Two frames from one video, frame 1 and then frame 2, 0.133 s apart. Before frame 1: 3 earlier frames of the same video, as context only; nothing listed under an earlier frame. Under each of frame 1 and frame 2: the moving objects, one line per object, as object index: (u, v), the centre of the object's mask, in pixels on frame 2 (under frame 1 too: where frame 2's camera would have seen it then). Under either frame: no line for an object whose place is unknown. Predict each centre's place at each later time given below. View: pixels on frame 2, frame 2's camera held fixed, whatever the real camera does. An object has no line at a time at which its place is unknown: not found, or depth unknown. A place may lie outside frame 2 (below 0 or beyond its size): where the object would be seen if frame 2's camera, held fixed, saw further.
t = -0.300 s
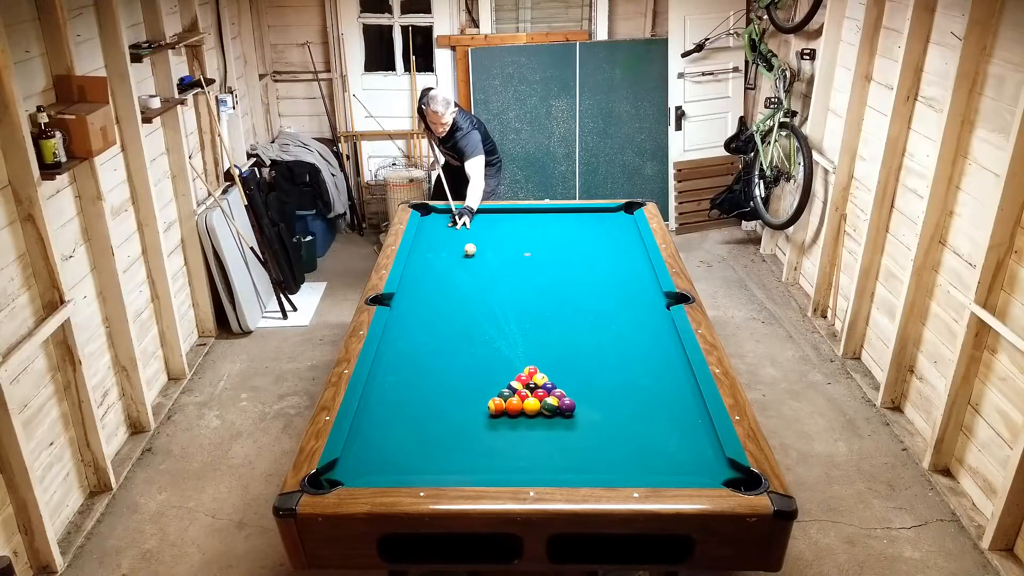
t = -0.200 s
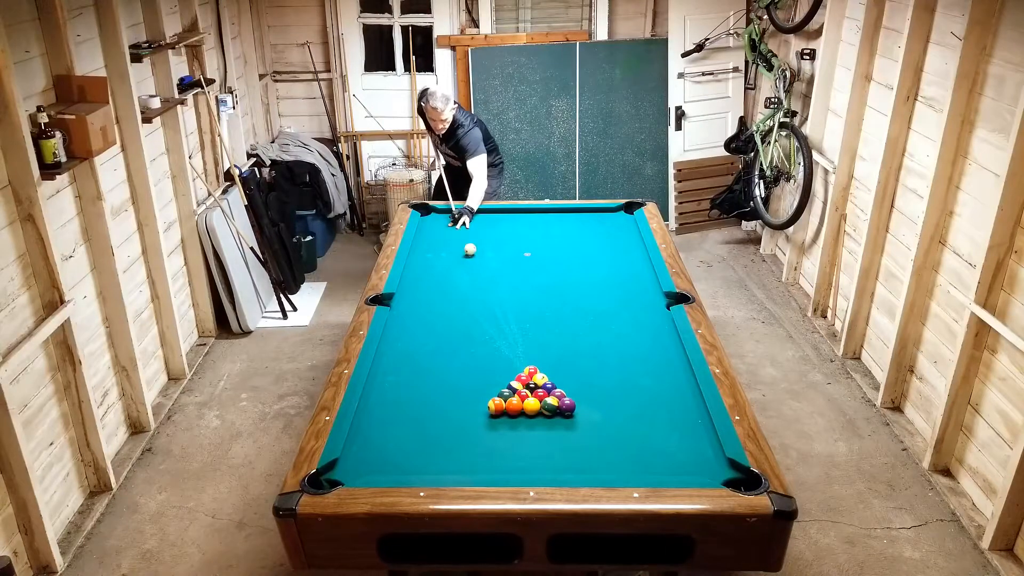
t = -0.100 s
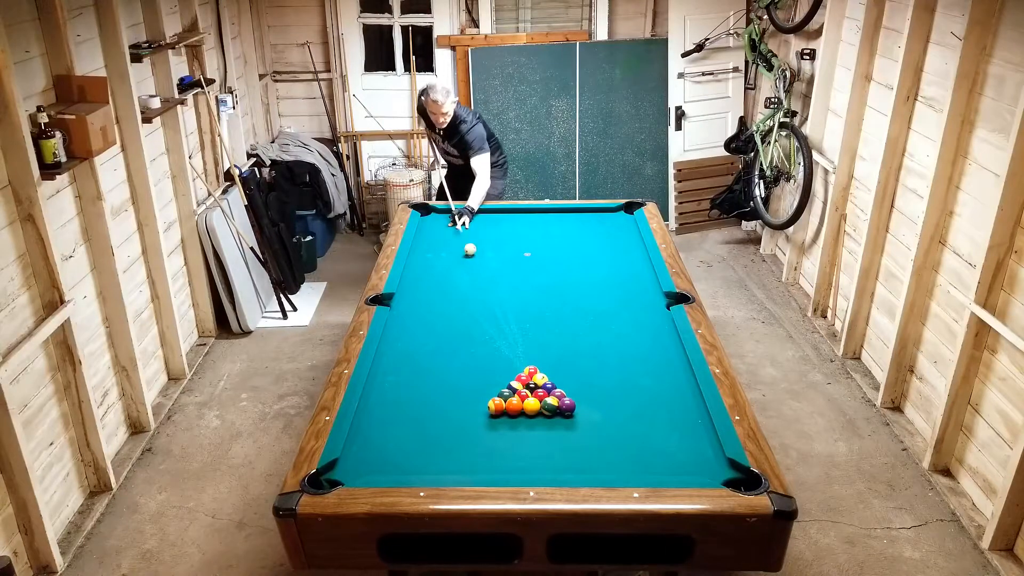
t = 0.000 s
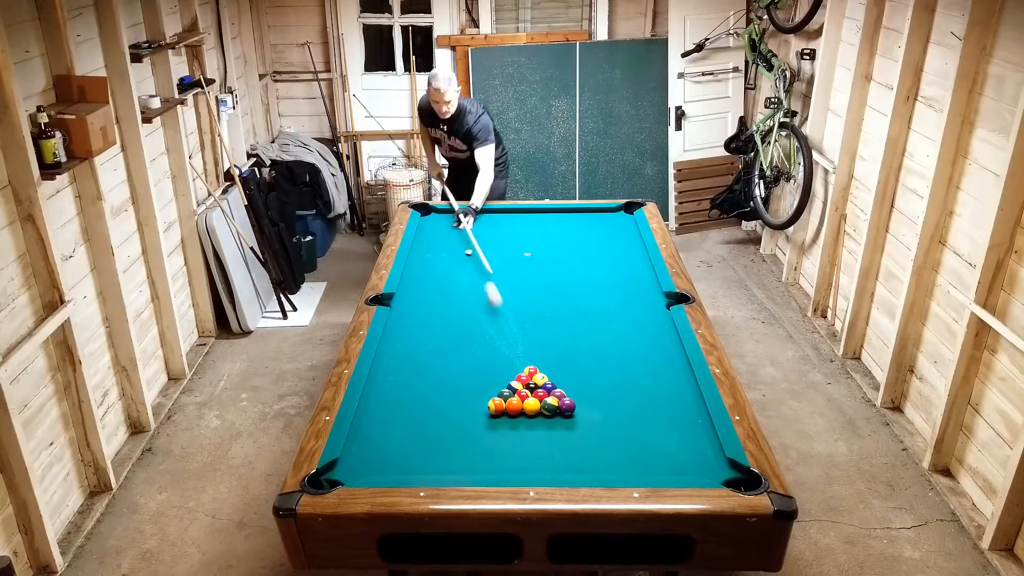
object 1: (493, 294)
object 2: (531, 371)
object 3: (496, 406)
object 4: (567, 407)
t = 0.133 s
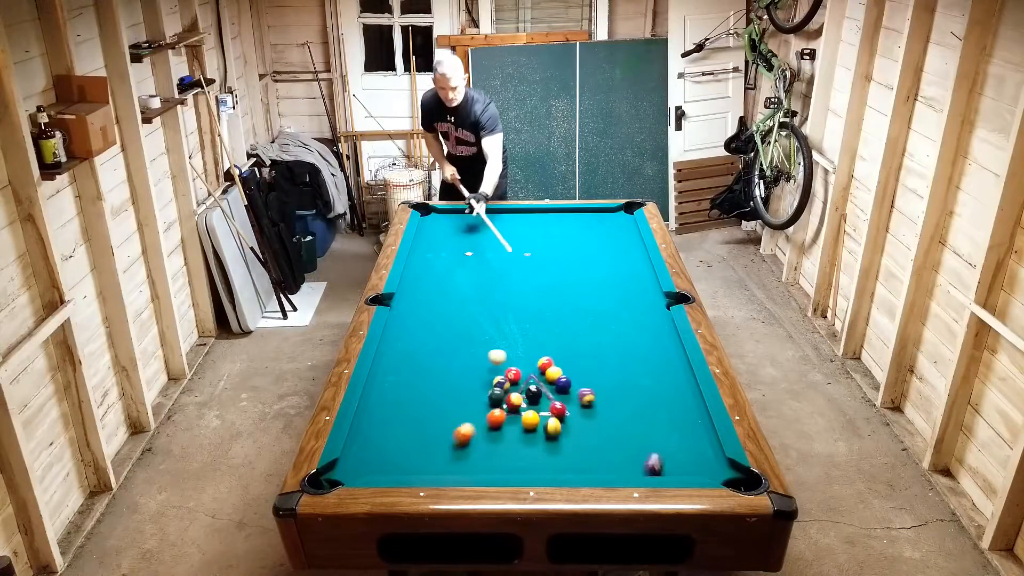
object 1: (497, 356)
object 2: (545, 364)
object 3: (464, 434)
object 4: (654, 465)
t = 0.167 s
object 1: (485, 357)
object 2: (550, 361)
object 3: (449, 446)
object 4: (665, 444)
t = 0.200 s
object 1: (473, 360)
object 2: (555, 358)
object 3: (436, 459)
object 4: (676, 424)
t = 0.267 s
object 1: (452, 362)
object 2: (564, 352)
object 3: (415, 465)
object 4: (692, 390)
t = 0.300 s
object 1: (442, 363)
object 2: (568, 349)
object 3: (411, 458)
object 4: (679, 375)
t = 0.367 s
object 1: (424, 365)
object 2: (577, 343)
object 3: (402, 444)
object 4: (652, 349)
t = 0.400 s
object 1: (415, 366)
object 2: (581, 340)
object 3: (398, 438)
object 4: (640, 337)
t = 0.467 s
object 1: (399, 368)
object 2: (590, 335)
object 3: (390, 426)
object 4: (620, 317)
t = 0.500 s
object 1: (391, 369)
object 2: (594, 332)
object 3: (386, 421)
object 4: (610, 308)
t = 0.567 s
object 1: (378, 371)
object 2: (601, 327)
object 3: (379, 410)
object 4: (593, 291)
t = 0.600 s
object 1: (383, 371)
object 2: (605, 324)
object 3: (375, 405)
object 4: (585, 283)
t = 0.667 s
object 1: (392, 372)
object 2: (613, 319)
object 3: (369, 394)
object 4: (570, 268)
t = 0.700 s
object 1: (396, 373)
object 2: (616, 316)
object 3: (374, 390)
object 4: (563, 261)
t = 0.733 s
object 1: (400, 373)
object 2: (620, 314)
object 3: (378, 386)
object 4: (556, 255)
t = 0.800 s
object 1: (408, 374)
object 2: (627, 309)
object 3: (386, 378)
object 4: (543, 241)
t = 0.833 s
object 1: (412, 374)
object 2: (630, 307)
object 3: (390, 373)
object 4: (537, 235)
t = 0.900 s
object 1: (419, 374)
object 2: (637, 302)
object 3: (398, 365)
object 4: (526, 224)
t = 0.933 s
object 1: (422, 372)
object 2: (640, 300)
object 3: (402, 361)
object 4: (521, 219)
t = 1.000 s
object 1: (429, 371)
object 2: (647, 295)
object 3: (409, 354)
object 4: (510, 211)
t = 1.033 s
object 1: (431, 371)
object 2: (650, 293)
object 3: (412, 350)
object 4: (500, 215)
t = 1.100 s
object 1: (436, 369)
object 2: (655, 289)
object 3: (419, 343)
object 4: (481, 224)
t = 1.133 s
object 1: (439, 368)
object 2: (652, 288)
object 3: (423, 340)
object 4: (473, 228)
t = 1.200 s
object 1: (444, 366)
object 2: (648, 285)
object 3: (429, 333)
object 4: (454, 235)
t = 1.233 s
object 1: (446, 365)
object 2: (646, 284)
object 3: (432, 330)
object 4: (444, 239)
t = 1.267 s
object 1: (449, 364)
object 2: (643, 282)
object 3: (435, 327)
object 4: (435, 242)
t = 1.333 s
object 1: (454, 362)
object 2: (639, 280)
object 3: (441, 321)
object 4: (416, 249)
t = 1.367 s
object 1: (456, 362)
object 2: (637, 279)
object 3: (444, 318)
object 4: (419, 253)
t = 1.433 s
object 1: (460, 360)
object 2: (632, 276)
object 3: (449, 312)
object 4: (430, 259)
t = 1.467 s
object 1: (462, 359)
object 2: (630, 275)
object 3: (451, 309)
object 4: (434, 262)
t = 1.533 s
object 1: (467, 358)
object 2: (627, 273)
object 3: (457, 304)
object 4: (443, 269)
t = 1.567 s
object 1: (469, 357)
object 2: (625, 271)
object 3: (459, 301)
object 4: (447, 273)
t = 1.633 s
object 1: (473, 355)
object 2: (621, 269)
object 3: (464, 296)
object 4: (456, 280)
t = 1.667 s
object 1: (475, 355)
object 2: (619, 268)
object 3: (467, 293)
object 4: (460, 283)
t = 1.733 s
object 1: (479, 353)
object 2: (616, 266)
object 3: (475, 296)
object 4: (467, 284)
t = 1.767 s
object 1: (480, 352)
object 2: (614, 265)
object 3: (481, 299)
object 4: (469, 283)
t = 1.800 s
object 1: (482, 352)
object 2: (612, 264)
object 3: (486, 302)
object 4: (470, 281)
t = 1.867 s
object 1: (486, 350)
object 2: (609, 262)
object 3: (496, 306)
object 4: (474, 279)
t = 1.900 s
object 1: (488, 350)
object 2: (608, 261)
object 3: (501, 308)
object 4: (476, 279)
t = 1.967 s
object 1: (491, 348)
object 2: (604, 259)
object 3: (511, 312)
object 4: (480, 278)
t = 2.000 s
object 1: (493, 348)
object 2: (603, 258)
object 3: (516, 314)
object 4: (483, 277)
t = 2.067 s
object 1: (496, 347)
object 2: (600, 256)
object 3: (525, 317)
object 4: (487, 276)
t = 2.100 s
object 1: (498, 346)
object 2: (599, 255)
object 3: (530, 320)
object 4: (489, 275)
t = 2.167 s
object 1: (501, 345)
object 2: (596, 253)
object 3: (540, 323)
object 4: (492, 274)
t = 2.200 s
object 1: (502, 344)
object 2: (595, 252)
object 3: (545, 325)
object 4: (494, 274)
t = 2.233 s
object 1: (503, 344)
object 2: (593, 252)
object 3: (549, 327)
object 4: (496, 273)
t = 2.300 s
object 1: (506, 343)
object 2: (591, 250)
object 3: (560, 331)
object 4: (500, 272)
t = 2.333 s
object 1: (508, 342)
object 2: (590, 249)
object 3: (565, 333)
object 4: (502, 272)
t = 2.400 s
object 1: (511, 341)
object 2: (587, 248)
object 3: (575, 337)
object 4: (505, 271)
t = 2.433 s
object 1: (512, 341)
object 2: (586, 247)
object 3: (580, 339)
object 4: (507, 270)
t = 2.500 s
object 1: (514, 340)
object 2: (583, 246)
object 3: (591, 343)
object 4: (510, 269)
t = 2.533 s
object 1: (515, 340)
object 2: (582, 245)
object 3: (596, 345)
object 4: (512, 269)
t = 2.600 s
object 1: (518, 339)
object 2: (580, 243)
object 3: (607, 349)
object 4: (516, 268)
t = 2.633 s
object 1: (519, 338)
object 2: (579, 243)
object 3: (612, 351)
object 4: (517, 268)
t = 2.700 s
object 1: (521, 337)
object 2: (577, 241)
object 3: (618, 354)
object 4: (520, 267)
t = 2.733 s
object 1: (522, 337)
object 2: (576, 241)
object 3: (617, 354)
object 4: (522, 266)
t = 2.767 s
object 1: (523, 336)
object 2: (575, 240)
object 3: (618, 354)
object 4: (523, 266)
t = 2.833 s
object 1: (524, 335)
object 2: (573, 239)
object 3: (617, 354)
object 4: (526, 265)
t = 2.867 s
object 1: (524, 335)
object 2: (572, 238)
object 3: (618, 354)
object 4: (528, 265)
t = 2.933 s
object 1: (524, 334)
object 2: (571, 237)
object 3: (618, 354)
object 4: (531, 264)
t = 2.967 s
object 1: (525, 333)
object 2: (570, 237)
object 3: (618, 354)
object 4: (532, 264)
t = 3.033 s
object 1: (525, 333)
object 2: (568, 235)
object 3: (618, 354)
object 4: (535, 263)
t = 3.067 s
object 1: (525, 332)
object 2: (567, 235)
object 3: (618, 354)
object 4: (536, 263)
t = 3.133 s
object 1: (526, 331)
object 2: (566, 234)
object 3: (618, 354)
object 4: (539, 263)
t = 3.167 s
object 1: (526, 331)
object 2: (565, 233)
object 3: (618, 354)
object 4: (540, 262)
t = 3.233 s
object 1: (527, 330)
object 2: (564, 232)
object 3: (618, 354)
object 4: (543, 261)
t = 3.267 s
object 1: (527, 330)
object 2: (563, 232)
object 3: (618, 354)
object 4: (544, 261)
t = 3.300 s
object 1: (527, 329)
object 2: (562, 231)
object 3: (618, 354)
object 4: (545, 261)
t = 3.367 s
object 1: (527, 329)
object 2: (561, 230)
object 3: (618, 354)
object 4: (548, 260)
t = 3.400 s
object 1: (528, 329)
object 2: (560, 230)
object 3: (618, 354)
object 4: (549, 260)
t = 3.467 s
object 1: (528, 328)
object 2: (559, 229)
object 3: (618, 354)
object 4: (551, 259)
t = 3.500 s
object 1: (528, 328)
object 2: (558, 229)
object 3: (618, 354)
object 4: (552, 259)
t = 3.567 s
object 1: (529, 328)
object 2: (557, 228)
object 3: (618, 354)
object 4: (555, 259)
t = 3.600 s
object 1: (529, 327)
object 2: (557, 228)
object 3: (618, 354)
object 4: (556, 259)
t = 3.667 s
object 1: (530, 327)
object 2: (555, 227)
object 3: (618, 354)
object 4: (558, 258)
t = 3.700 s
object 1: (530, 327)
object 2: (555, 227)
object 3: (618, 354)
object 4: (559, 257)
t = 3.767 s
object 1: (531, 327)
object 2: (554, 226)
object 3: (618, 354)
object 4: (561, 257)
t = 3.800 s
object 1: (531, 327)
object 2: (553, 226)
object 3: (618, 354)
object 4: (562, 257)
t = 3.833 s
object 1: (531, 327)
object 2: (553, 225)
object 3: (618, 354)
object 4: (562, 257)
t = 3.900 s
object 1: (531, 326)
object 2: (551, 225)
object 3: (618, 354)
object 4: (564, 257)
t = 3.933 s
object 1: (531, 326)
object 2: (551, 225)
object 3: (618, 354)
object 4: (565, 256)
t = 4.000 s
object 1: (532, 326)
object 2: (550, 224)
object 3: (618, 354)
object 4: (567, 256)
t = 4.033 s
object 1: (532, 326)
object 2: (549, 224)
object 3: (618, 354)
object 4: (567, 256)
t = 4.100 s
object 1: (532, 326)
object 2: (548, 223)
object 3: (618, 354)
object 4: (569, 256)
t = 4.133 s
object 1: (532, 326)
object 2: (548, 223)
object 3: (618, 354)
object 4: (570, 256)
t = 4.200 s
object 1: (532, 326)
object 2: (547, 223)
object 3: (618, 354)
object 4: (571, 256)
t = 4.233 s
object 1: (532, 326)
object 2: (547, 222)
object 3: (618, 354)
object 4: (572, 255)
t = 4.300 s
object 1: (532, 326)
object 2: (546, 222)
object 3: (618, 354)
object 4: (573, 255)
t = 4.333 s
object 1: (532, 326)
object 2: (546, 222)
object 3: (618, 354)
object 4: (574, 255)
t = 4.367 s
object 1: (532, 326)
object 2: (546, 222)
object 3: (618, 354)
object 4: (575, 255)
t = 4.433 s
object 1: (532, 326)
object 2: (545, 221)
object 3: (618, 354)
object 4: (576, 255)
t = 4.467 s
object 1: (532, 326)
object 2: (545, 221)
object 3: (618, 354)
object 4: (576, 255)
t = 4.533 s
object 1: (532, 326)
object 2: (544, 221)
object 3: (618, 354)
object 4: (577, 254)
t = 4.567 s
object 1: (532, 326)
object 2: (544, 221)
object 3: (618, 354)
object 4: (578, 254)
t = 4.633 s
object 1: (532, 326)
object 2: (544, 220)
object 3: (618, 354)
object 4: (579, 254)
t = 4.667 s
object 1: (532, 326)
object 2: (544, 220)
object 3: (618, 354)
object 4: (579, 254)
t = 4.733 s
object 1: (532, 326)
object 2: (543, 220)
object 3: (618, 354)
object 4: (580, 254)
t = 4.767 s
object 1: (532, 326)
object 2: (543, 220)
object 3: (618, 354)
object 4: (581, 254)
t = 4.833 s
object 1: (532, 326)
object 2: (543, 220)
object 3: (618, 354)
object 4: (581, 254)
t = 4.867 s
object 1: (532, 326)
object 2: (543, 220)
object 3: (618, 354)
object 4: (582, 254)
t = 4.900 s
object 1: (532, 326)
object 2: (543, 220)
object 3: (618, 354)
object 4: (582, 254)
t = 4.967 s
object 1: (532, 326)
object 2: (543, 220)
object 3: (618, 354)
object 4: (582, 254)
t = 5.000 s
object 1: (532, 326)
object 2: (542, 220)
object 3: (618, 354)
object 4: (582, 254)
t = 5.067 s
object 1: (532, 326)
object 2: (542, 220)
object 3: (618, 354)
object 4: (583, 254)
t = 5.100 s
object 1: (532, 326)
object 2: (542, 220)
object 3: (618, 354)
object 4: (583, 254)
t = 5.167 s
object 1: (532, 326)
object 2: (542, 220)
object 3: (618, 354)
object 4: (583, 254)
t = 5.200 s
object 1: (532, 326)
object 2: (542, 220)
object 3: (618, 354)
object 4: (584, 254)
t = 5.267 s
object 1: (532, 326)
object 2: (542, 220)
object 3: (617, 354)
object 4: (584, 254)
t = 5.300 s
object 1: (532, 326)
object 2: (542, 220)
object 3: (618, 354)
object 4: (584, 254)
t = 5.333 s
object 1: (532, 326)
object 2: (542, 220)
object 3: (618, 354)
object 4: (584, 254)
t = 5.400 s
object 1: (532, 326)
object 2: (543, 220)
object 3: (617, 354)
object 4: (584, 254)
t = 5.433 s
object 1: (532, 326)
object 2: (543, 220)
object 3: (618, 354)
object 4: (584, 254)
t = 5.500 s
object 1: (532, 326)
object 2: (543, 220)
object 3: (618, 354)
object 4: (584, 254)
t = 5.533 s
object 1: (532, 326)
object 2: (543, 220)
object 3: (617, 354)
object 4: (584, 254)
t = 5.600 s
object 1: (532, 326)
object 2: (543, 220)
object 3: (618, 354)
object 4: (584, 254)
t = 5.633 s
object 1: (532, 326)
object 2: (543, 220)
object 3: (618, 354)
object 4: (584, 254)
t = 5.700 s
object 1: (532, 326)
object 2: (543, 220)
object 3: (618, 354)
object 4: (584, 254)
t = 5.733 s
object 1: (532, 326)
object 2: (543, 220)
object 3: (618, 354)
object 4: (584, 254)
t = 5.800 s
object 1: (532, 326)
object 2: (543, 220)
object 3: (618, 354)
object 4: (584, 254)
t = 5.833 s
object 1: (532, 326)
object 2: (543, 220)
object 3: (618, 354)
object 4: (584, 254)
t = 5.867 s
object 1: (532, 326)
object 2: (543, 220)
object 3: (618, 354)
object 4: (584, 254)
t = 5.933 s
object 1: (532, 326)
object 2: (543, 220)
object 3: (617, 354)
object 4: (584, 254)
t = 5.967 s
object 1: (532, 326)
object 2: (543, 220)
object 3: (618, 354)
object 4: (584, 254)
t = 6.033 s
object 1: (532, 326)
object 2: (543, 220)
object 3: (618, 354)
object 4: (584, 254)
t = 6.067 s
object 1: (532, 326)
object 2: (543, 220)
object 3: (618, 354)
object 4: (584, 254)
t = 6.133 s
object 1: (532, 326)
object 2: (543, 220)
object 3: (618, 354)
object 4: (584, 254)
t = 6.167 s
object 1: (532, 326)
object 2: (543, 220)
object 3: (617, 354)
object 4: (584, 254)
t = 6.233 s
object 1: (532, 326)
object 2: (542, 220)
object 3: (617, 354)
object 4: (584, 254)
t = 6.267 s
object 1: (532, 326)
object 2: (542, 220)
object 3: (618, 354)
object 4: (584, 254)
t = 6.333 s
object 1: (532, 326)
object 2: (542, 220)
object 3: (618, 354)
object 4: (584, 254)
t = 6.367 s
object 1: (532, 326)
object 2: (542, 220)
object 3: (618, 354)
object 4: (584, 254)
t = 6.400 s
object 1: (532, 326)
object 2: (542, 220)
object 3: (618, 354)
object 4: (584, 254)
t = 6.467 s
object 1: (532, 326)
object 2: (542, 220)
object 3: (617, 354)
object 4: (584, 254)
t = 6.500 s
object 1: (532, 326)
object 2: (542, 220)
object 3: (618, 354)
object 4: (584, 254)
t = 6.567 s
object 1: (532, 326)
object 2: (542, 220)
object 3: (618, 354)
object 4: (584, 254)
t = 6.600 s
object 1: (532, 326)
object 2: (542, 220)
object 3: (618, 354)
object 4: (584, 254)
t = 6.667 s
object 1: (532, 326)
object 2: (542, 220)
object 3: (618, 354)
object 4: (584, 254)
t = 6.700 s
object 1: (532, 326)
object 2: (542, 220)
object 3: (618, 354)
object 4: (584, 254)
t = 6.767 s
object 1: (532, 326)
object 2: (542, 220)
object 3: (618, 354)
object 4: (584, 254)
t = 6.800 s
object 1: (532, 326)
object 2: (542, 220)
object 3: (618, 354)
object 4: (584, 254)
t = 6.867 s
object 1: (532, 326)
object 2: (542, 220)
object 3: (618, 354)
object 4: (584, 254)
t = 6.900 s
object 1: (532, 326)
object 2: (542, 220)
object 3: (617, 354)
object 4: (584, 254)
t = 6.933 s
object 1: (532, 326)
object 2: (542, 220)
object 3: (617, 354)
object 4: (584, 254)
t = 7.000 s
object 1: (532, 326)
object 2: (542, 220)
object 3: (617, 354)
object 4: (584, 254)
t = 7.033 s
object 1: (532, 326)
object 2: (542, 220)
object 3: (617, 354)
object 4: (584, 254)
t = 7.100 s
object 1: (532, 326)
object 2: (542, 220)
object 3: (617, 354)
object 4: (584, 254)
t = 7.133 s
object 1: (532, 326)
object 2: (542, 220)
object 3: (617, 354)
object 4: (584, 254)
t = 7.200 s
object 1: (532, 326)
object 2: (542, 220)
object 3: (618, 354)
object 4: (584, 254)
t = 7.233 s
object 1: (532, 326)
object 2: (542, 220)
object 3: (617, 354)
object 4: (584, 254)
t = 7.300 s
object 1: (532, 326)
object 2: (542, 220)
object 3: (617, 354)
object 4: (584, 254)
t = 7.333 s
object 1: (532, 326)
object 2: (542, 220)
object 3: (617, 354)
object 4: (584, 254)
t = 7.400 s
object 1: (532, 326)
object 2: (542, 220)
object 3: (617, 354)
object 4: (584, 254)
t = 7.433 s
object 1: (532, 326)
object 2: (543, 220)
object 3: (617, 354)
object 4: (584, 254)
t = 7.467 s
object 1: (532, 326)
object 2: (543, 220)
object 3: (617, 354)
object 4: (584, 254)
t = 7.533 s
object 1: (532, 326)
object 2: (542, 220)
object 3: (617, 354)
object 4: (584, 254)
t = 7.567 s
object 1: (532, 326)
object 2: (542, 220)
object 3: (617, 354)
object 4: (584, 254)
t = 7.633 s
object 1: (532, 326)
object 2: (543, 220)
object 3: (617, 354)
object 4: (584, 254)
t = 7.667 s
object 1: (532, 326)
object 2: (543, 220)
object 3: (617, 354)
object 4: (584, 254)
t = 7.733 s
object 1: (532, 326)
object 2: (543, 220)
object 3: (617, 354)
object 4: (584, 254)
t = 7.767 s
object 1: (532, 326)
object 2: (543, 220)
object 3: (617, 354)
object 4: (584, 254)
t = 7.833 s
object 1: (532, 326)
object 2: (543, 220)
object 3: (617, 354)
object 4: (584, 254)
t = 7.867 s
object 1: (532, 326)
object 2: (543, 220)
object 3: (617, 354)
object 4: (584, 254)
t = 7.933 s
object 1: (532, 326)
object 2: (543, 220)
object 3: (617, 354)
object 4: (584, 254)
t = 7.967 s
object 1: (532, 326)
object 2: (543, 220)
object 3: (617, 354)
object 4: (584, 254)
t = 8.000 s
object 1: (532, 326)
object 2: (543, 220)
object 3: (617, 354)
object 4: (584, 254)
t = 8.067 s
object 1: (532, 326)
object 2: (543, 220)
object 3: (617, 354)
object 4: (584, 254)
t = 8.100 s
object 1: (532, 326)
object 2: (543, 220)
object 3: (617, 354)
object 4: (584, 254)
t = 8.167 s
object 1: (532, 326)
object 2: (542, 220)
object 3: (617, 354)
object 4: (584, 254)
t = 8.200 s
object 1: (532, 326)
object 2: (542, 220)
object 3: (617, 354)
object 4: (584, 254)
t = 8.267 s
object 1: (532, 326)
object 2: (542, 220)
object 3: (617, 354)
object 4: (584, 254)
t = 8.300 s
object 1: (532, 326)
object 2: (542, 220)
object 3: (617, 354)
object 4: (584, 254)
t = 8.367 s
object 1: (532, 326)
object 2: (543, 220)
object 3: (617, 354)
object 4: (584, 254)
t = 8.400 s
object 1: (532, 326)
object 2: (542, 220)
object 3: (617, 354)
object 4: (584, 254)
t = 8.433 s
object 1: (532, 326)
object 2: (542, 220)
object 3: (617, 354)
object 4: (584, 254)
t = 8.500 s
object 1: (532, 326)
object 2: (542, 220)
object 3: (617, 354)
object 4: (584, 254)
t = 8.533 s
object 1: (532, 326)
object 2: (542, 220)
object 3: (617, 354)
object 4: (584, 254)
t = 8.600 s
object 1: (532, 326)
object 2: (542, 220)
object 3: (617, 354)
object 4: (584, 254)
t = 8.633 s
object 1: (532, 326)
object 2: (542, 220)
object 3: (617, 354)
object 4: (584, 254)
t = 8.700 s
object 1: (532, 326)
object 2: (542, 220)
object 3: (617, 354)
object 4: (584, 254)
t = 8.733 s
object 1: (532, 326)
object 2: (542, 220)
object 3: (617, 354)
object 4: (584, 254)
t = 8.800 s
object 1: (532, 326)
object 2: (542, 220)
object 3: (617, 354)
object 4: (584, 254)
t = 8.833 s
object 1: (532, 326)
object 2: (542, 220)
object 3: (617, 354)
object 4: (584, 254)
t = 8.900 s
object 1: (532, 326)
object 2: (542, 220)
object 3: (617, 354)
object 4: (584, 254)
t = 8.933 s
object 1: (532, 326)
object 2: (542, 220)
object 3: (617, 354)
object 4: (584, 254)
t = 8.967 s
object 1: (532, 326)
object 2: (542, 220)
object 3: (617, 354)
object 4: (584, 254)
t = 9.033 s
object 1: (532, 326)
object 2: (542, 220)
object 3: (617, 354)
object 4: (584, 254)
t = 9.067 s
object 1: (532, 326)
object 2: (542, 220)
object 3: (617, 354)
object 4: (584, 254)
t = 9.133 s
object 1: (532, 326)
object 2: (542, 220)
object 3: (617, 354)
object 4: (584, 254)
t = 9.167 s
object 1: (532, 326)
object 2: (542, 220)
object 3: (617, 354)
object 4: (584, 254)
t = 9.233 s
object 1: (532, 326)
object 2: (542, 220)
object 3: (617, 354)
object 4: (584, 254)
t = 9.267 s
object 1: (532, 326)
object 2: (543, 220)
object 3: (617, 354)
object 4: (584, 254)
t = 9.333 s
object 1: (532, 326)
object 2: (542, 220)
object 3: (617, 354)
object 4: (584, 254)
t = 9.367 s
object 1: (532, 326)
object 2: (542, 220)
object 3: (617, 354)
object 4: (584, 254)
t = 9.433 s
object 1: (532, 326)
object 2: (542, 220)
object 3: (617, 354)
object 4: (584, 254)
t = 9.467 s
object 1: (532, 326)
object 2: (542, 220)
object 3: (617, 354)
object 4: (584, 254)
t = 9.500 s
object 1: (532, 326)
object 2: (542, 220)
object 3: (617, 354)
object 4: (584, 254)
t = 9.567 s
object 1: (532, 326)
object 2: (542, 220)
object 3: (617, 354)
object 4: (584, 254)
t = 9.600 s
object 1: (532, 326)
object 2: (542, 220)
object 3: (617, 354)
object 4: (584, 254)
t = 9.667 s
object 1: (532, 326)
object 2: (542, 220)
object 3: (617, 354)
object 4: (584, 254)
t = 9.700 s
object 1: (532, 326)
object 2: (542, 220)
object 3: (617, 354)
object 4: (584, 254)
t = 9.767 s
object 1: (532, 326)
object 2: (542, 220)
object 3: (617, 354)
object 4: (584, 254)
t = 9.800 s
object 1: (532, 326)
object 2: (542, 220)
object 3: (617, 354)
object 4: (584, 254)
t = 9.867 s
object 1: (532, 326)
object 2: (542, 220)
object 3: (617, 354)
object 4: (584, 254)
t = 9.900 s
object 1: (532, 326)
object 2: (542, 220)
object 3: (617, 354)
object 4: (584, 254)
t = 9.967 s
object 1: (532, 326)
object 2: (542, 220)
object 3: (617, 354)
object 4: (584, 254)
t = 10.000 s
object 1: (532, 326)
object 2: (542, 220)
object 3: (617, 354)
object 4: (584, 254)
